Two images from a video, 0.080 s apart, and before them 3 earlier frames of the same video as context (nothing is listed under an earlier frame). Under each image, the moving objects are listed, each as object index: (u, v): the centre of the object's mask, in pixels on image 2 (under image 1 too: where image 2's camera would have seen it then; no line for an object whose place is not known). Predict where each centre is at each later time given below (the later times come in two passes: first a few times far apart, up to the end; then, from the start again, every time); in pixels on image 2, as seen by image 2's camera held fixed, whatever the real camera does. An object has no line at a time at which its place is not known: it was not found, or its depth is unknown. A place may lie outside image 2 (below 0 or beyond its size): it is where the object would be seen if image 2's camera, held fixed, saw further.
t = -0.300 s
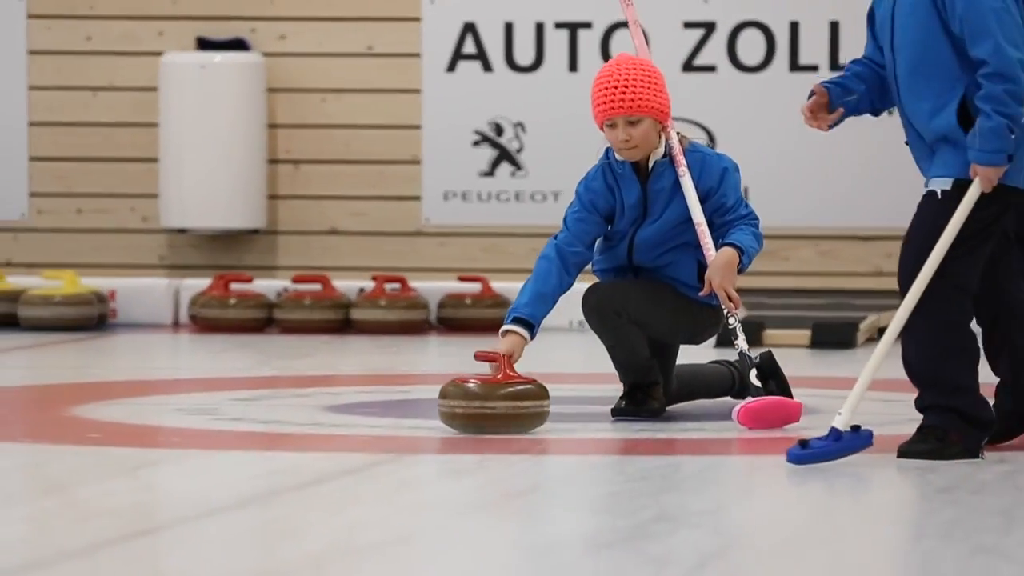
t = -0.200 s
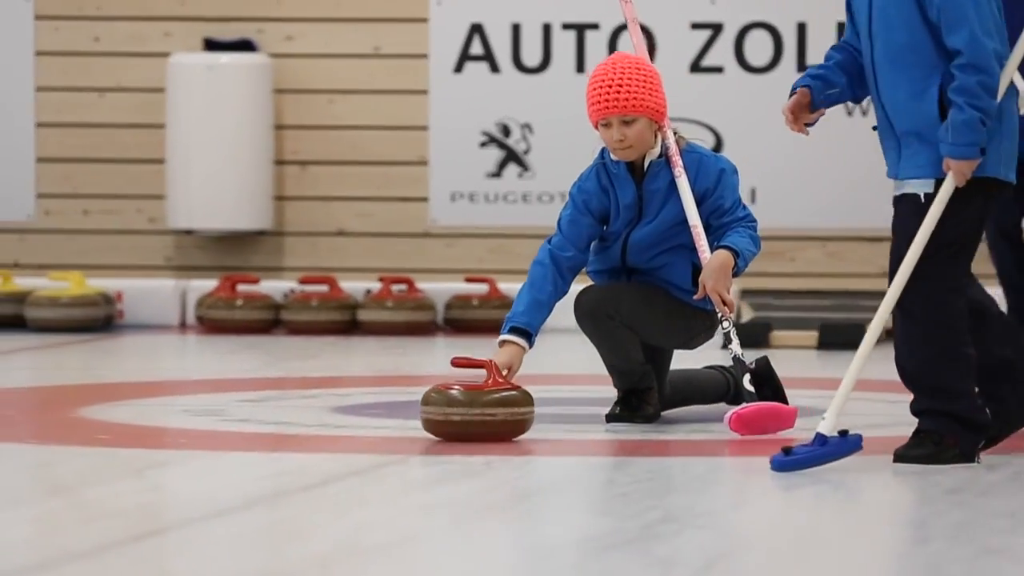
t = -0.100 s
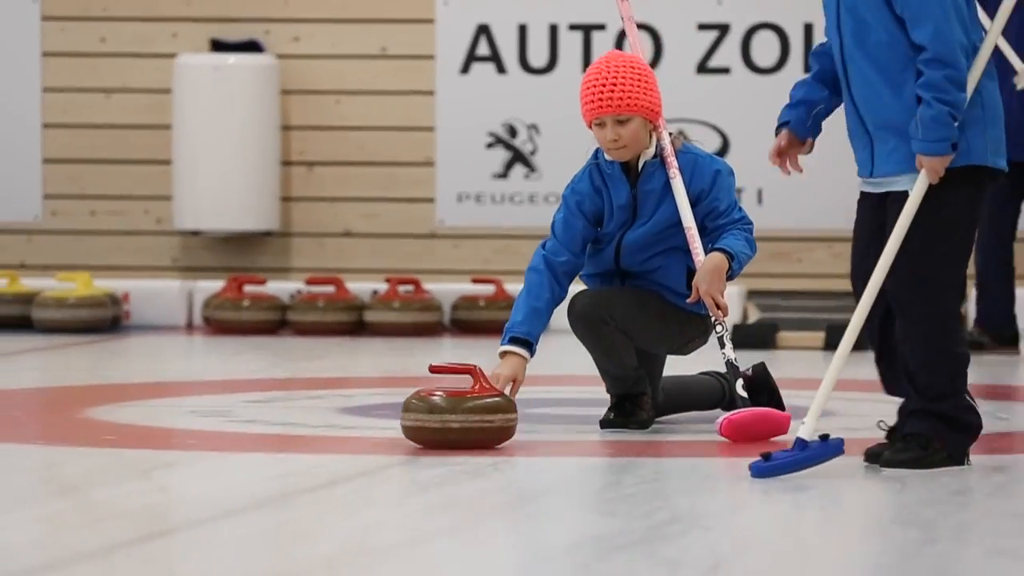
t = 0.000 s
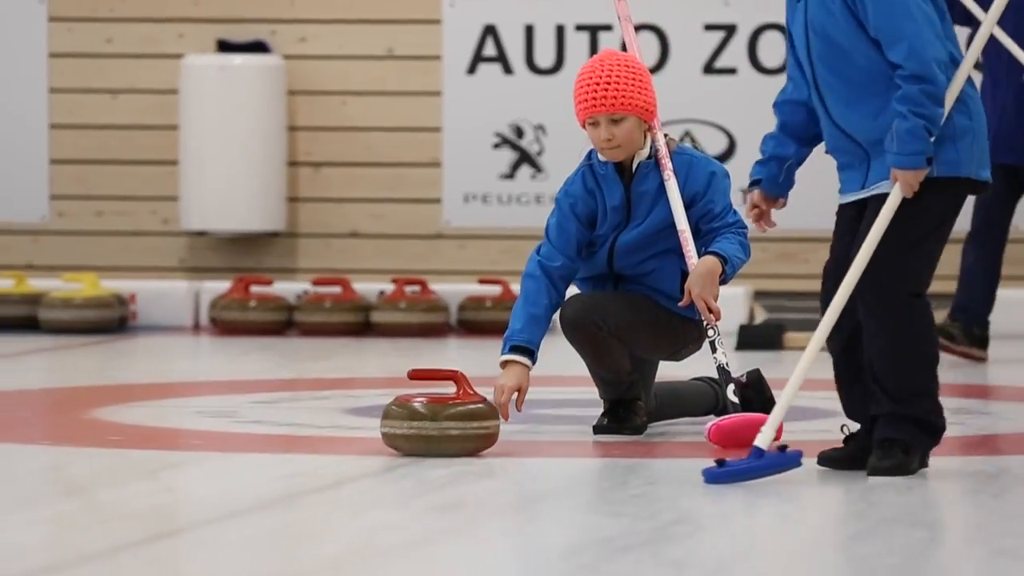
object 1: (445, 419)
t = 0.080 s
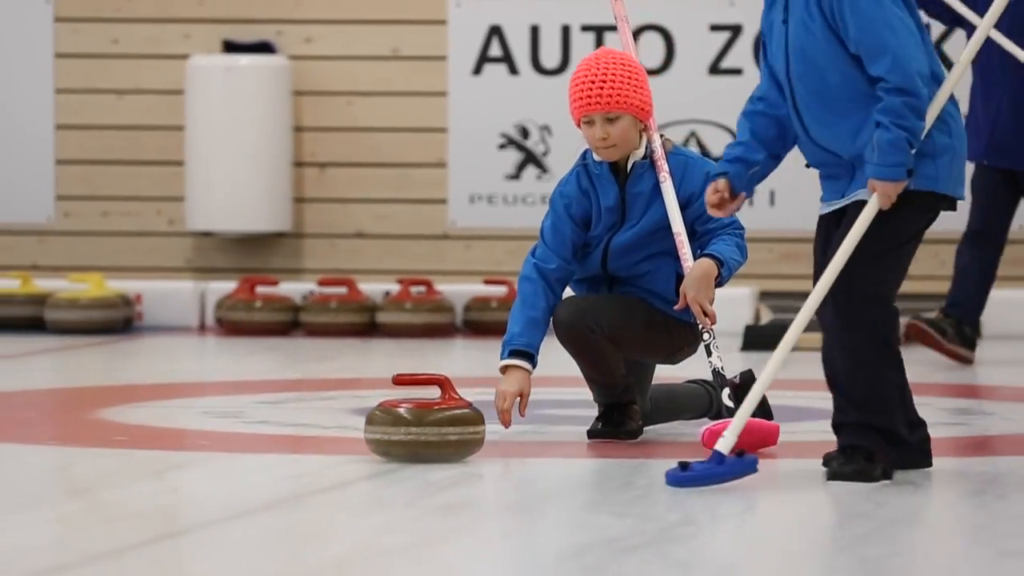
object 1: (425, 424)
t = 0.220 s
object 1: (387, 434)
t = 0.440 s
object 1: (325, 451)
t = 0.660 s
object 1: (258, 467)
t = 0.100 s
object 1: (420, 426)
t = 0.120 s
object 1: (414, 427)
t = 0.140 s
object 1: (410, 428)
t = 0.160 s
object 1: (403, 429)
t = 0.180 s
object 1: (398, 431)
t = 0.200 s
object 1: (393, 432)
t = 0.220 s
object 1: (387, 434)
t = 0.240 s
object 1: (381, 435)
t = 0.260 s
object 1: (376, 437)
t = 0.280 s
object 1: (370, 438)
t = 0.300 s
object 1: (365, 440)
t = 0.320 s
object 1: (360, 441)
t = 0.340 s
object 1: (354, 443)
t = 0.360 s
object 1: (348, 444)
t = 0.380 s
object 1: (343, 446)
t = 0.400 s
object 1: (336, 448)
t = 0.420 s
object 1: (330, 449)
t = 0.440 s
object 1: (325, 451)
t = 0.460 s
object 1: (319, 452)
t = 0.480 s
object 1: (313, 454)
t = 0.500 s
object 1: (308, 456)
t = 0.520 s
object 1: (301, 458)
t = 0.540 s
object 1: (295, 459)
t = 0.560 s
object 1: (290, 460)
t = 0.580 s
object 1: (283, 462)
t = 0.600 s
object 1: (277, 463)
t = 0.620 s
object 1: (270, 465)
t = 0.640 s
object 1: (264, 466)
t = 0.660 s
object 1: (258, 467)
